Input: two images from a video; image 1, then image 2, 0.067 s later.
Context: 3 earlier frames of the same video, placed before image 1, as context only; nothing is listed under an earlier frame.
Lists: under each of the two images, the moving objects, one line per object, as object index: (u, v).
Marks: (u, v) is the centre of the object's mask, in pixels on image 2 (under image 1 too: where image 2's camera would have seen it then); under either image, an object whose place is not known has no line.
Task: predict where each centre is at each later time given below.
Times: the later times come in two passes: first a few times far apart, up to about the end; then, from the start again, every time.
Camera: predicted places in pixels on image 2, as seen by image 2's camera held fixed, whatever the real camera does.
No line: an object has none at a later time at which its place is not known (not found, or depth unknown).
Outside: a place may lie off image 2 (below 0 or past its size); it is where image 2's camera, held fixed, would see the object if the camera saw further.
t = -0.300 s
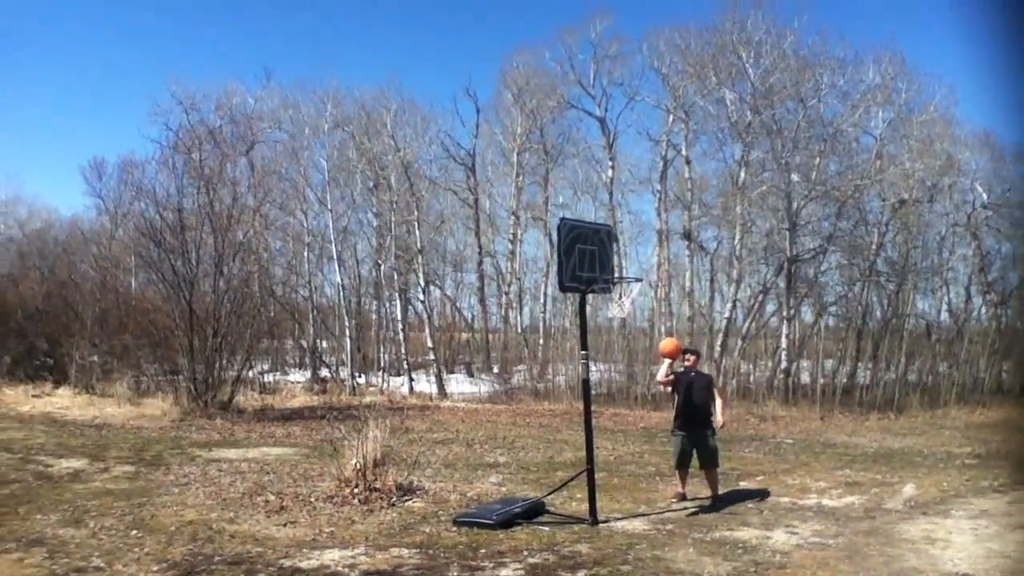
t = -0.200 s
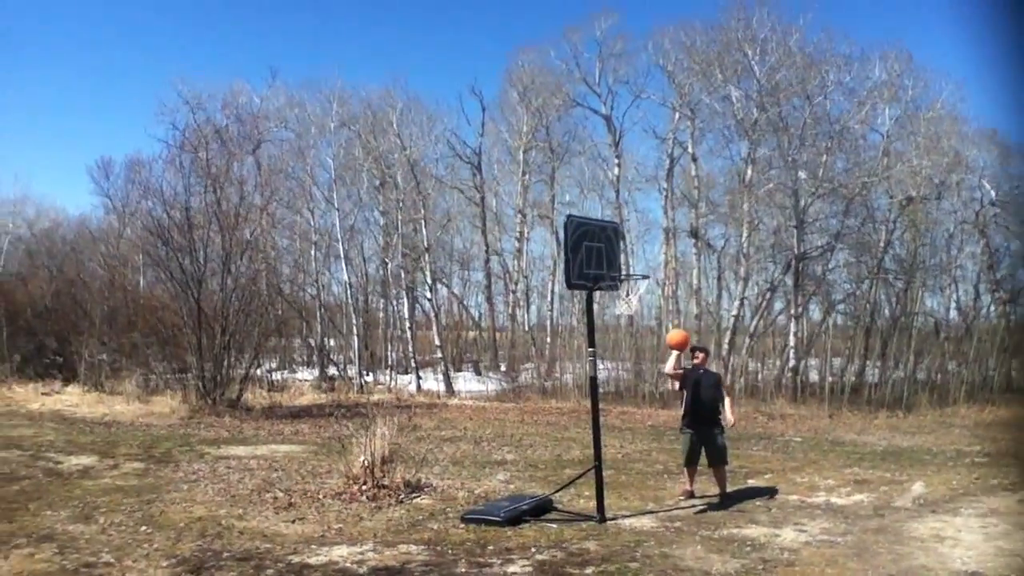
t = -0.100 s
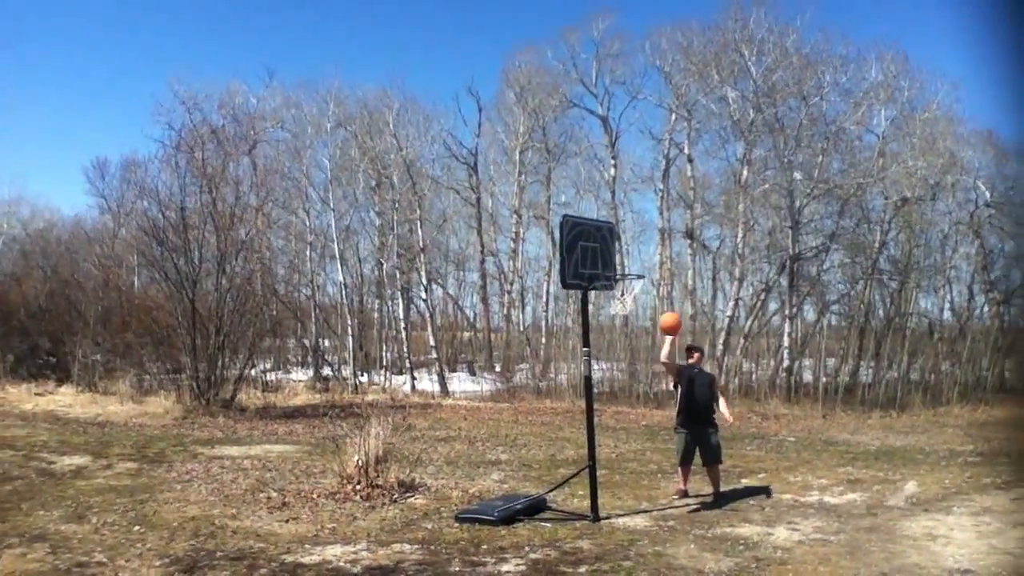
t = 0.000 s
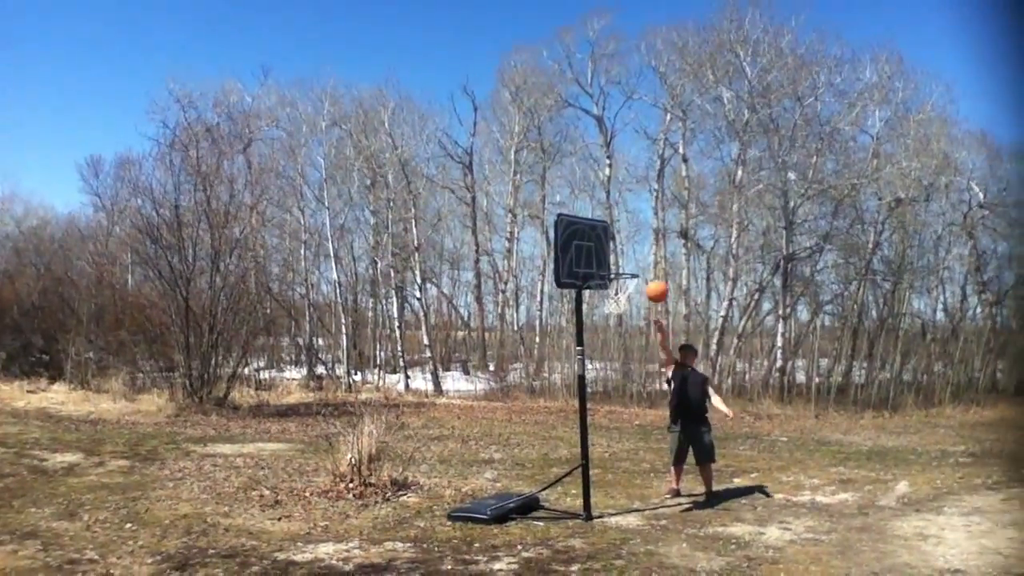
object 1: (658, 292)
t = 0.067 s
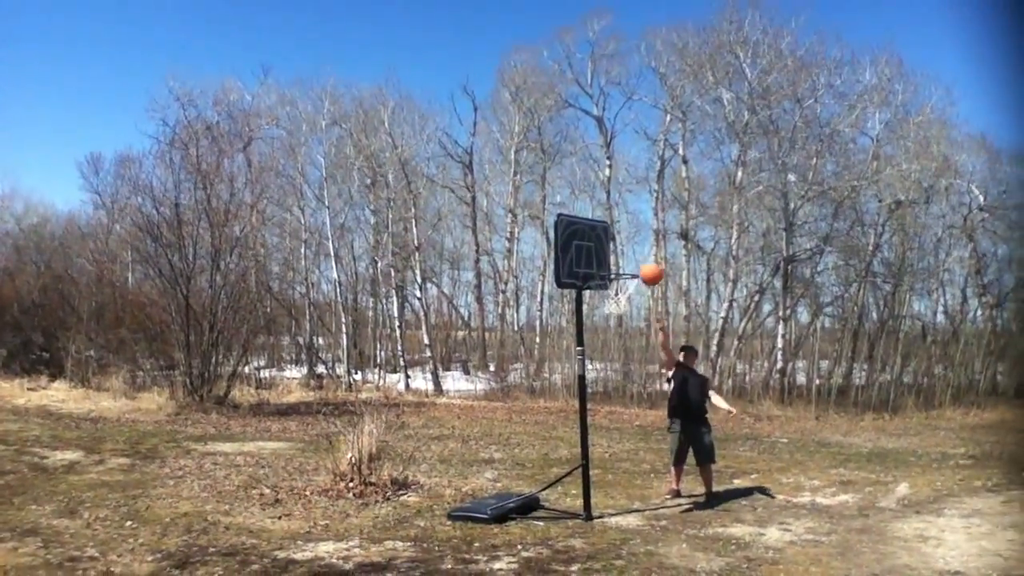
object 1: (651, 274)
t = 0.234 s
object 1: (637, 246)
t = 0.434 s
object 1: (616, 246)
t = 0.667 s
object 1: (611, 257)
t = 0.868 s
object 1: (626, 264)
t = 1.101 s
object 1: (623, 269)
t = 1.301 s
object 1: (608, 294)
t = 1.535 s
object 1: (594, 371)
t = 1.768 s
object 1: (578, 511)
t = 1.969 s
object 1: (568, 460)
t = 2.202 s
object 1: (556, 436)
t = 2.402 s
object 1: (542, 465)
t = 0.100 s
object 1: (649, 267)
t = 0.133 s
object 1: (647, 259)
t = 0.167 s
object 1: (644, 254)
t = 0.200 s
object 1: (640, 250)
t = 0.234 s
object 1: (637, 246)
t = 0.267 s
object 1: (634, 244)
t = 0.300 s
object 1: (629, 242)
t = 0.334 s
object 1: (624, 241)
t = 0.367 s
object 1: (622, 242)
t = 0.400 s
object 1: (619, 244)
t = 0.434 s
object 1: (616, 246)
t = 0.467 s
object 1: (612, 251)
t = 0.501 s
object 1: (607, 256)
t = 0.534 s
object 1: (602, 263)
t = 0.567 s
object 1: (603, 264)
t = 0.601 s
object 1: (604, 262)
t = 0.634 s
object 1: (608, 259)
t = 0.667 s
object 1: (611, 257)
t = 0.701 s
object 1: (614, 257)
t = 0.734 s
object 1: (618, 259)
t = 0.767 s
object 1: (622, 261)
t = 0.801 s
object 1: (624, 263)
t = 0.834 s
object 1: (626, 266)
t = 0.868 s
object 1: (626, 264)
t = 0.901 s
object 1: (625, 262)
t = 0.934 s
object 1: (625, 261)
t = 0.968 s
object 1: (625, 260)
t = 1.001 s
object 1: (626, 260)
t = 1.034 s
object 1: (625, 262)
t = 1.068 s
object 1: (624, 265)
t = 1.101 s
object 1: (623, 269)
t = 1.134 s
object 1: (621, 271)
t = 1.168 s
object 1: (618, 274)
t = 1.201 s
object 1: (616, 277)
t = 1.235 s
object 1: (613, 282)
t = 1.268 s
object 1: (610, 287)
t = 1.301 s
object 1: (608, 294)
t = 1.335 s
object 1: (606, 302)
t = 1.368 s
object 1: (606, 312)
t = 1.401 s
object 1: (604, 321)
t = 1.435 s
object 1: (603, 332)
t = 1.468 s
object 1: (601, 344)
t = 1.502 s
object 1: (597, 356)
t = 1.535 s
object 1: (594, 371)
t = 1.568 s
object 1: (592, 387)
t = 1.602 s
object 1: (589, 404)
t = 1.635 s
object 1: (586, 423)
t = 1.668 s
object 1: (584, 442)
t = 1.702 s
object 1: (582, 464)
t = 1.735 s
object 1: (580, 486)
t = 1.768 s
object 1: (578, 511)
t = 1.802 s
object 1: (576, 511)
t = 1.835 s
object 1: (574, 499)
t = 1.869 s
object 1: (572, 487)
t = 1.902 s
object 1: (570, 477)
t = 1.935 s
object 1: (568, 467)
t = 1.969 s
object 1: (568, 460)
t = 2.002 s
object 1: (566, 453)
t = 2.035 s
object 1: (565, 448)
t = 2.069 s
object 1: (563, 443)
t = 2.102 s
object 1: (562, 440)
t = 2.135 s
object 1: (560, 437)
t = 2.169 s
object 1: (558, 436)
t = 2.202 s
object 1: (556, 436)
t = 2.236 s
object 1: (554, 438)
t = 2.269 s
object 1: (551, 440)
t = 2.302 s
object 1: (548, 444)
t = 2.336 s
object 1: (546, 450)
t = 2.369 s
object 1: (544, 456)
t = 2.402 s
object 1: (542, 465)
